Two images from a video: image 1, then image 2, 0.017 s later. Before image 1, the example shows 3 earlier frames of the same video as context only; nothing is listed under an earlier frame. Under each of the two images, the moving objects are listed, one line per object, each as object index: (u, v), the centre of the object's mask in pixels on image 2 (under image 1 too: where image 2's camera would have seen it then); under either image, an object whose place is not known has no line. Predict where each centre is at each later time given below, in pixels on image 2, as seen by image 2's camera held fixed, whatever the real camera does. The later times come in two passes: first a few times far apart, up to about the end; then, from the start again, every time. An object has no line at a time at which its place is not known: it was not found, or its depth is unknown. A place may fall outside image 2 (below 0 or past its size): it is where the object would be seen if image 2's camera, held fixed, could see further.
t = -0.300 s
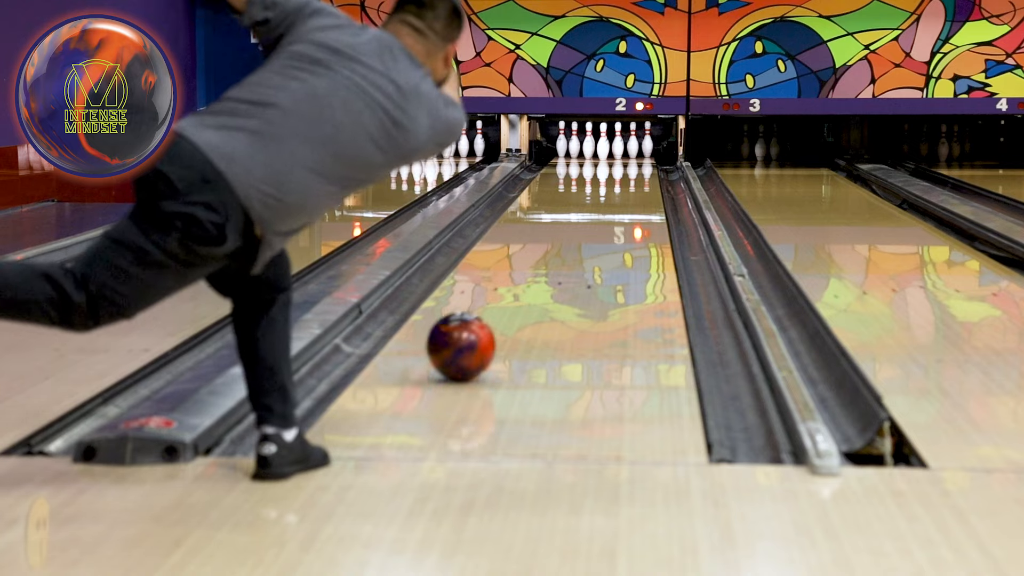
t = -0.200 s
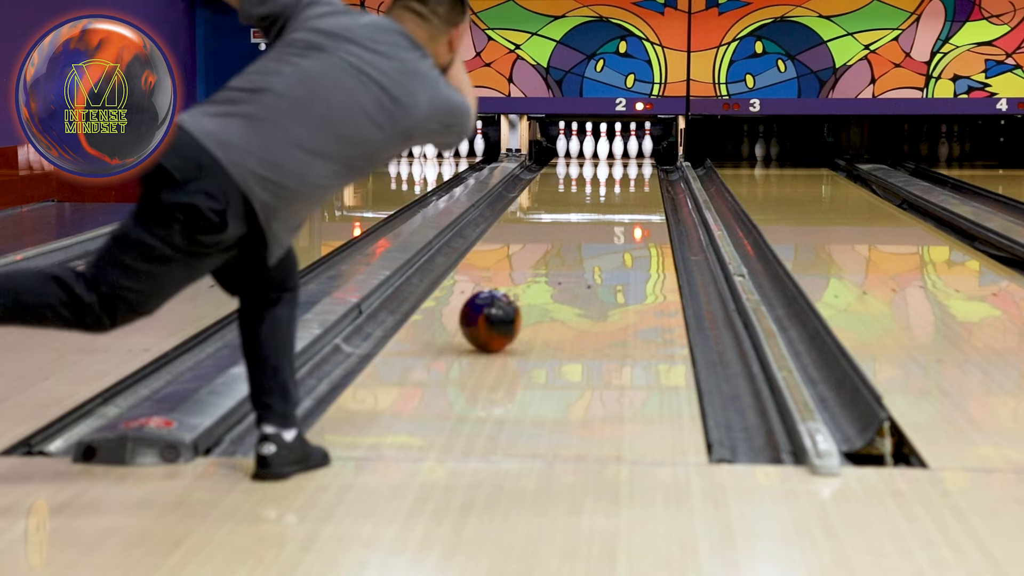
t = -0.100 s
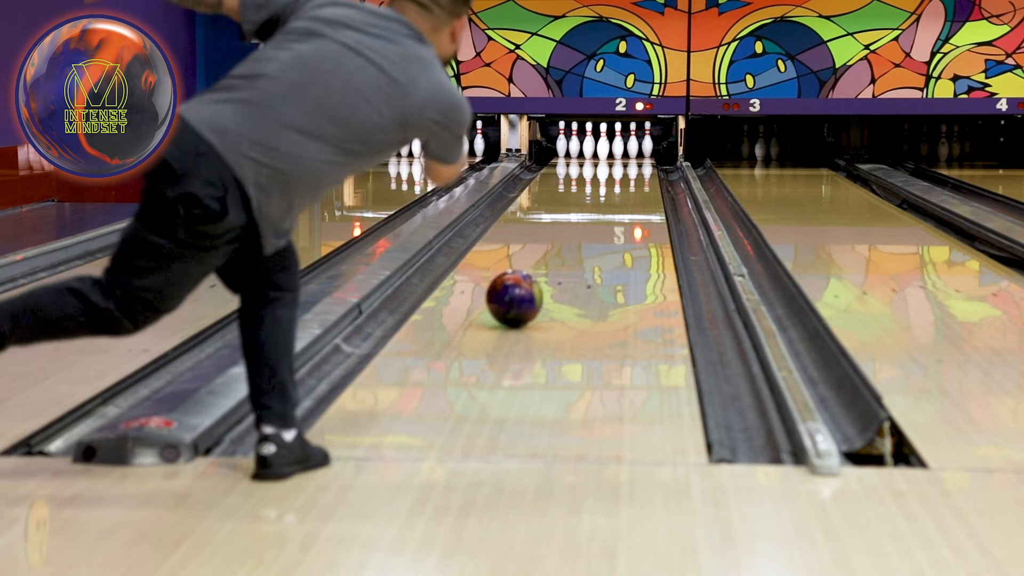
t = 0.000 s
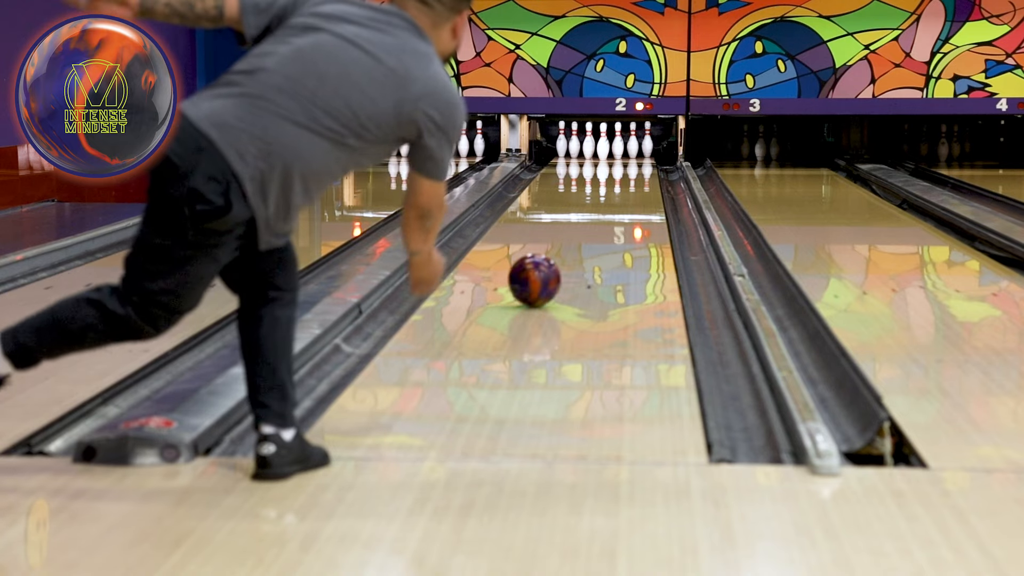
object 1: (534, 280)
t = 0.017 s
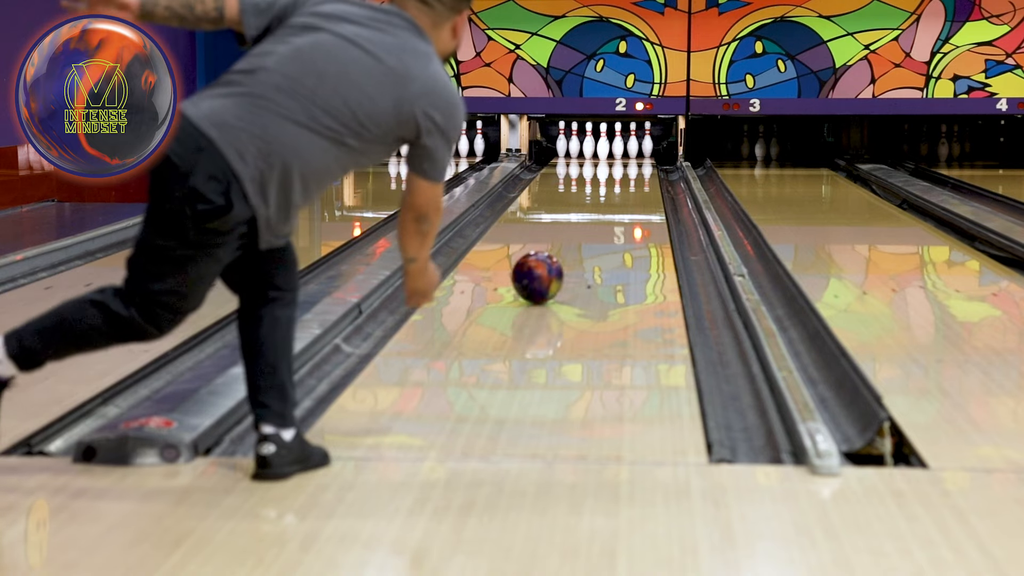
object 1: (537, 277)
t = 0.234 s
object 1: (570, 247)
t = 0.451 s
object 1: (594, 224)
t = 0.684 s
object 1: (612, 205)
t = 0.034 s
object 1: (540, 274)
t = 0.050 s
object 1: (543, 272)
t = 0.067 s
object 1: (546, 270)
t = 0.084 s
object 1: (549, 267)
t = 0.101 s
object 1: (551, 264)
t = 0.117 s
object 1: (554, 262)
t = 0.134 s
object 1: (556, 260)
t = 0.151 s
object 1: (559, 258)
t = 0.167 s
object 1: (561, 255)
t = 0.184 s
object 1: (563, 253)
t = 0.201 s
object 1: (566, 251)
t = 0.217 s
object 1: (568, 249)
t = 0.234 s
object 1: (570, 247)
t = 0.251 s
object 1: (572, 245)
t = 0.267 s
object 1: (574, 243)
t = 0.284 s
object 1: (576, 241)
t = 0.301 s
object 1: (578, 240)
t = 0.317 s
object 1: (580, 238)
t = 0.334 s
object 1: (582, 236)
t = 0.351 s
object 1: (583, 234)
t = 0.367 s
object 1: (585, 232)
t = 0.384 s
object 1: (587, 231)
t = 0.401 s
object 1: (589, 229)
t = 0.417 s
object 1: (590, 227)
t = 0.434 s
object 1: (592, 226)
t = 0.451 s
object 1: (594, 224)
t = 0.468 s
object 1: (595, 223)
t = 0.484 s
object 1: (596, 221)
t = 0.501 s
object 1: (598, 220)
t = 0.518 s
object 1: (599, 218)
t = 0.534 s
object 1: (601, 217)
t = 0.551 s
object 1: (602, 215)
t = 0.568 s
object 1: (604, 214)
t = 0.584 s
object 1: (605, 213)
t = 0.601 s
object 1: (606, 212)
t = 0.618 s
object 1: (607, 210)
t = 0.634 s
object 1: (609, 209)
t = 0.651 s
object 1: (610, 208)
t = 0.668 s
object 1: (611, 206)
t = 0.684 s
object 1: (612, 205)
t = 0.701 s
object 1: (613, 204)
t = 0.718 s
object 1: (615, 203)
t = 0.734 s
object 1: (616, 202)
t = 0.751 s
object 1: (617, 200)
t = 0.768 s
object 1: (618, 199)
